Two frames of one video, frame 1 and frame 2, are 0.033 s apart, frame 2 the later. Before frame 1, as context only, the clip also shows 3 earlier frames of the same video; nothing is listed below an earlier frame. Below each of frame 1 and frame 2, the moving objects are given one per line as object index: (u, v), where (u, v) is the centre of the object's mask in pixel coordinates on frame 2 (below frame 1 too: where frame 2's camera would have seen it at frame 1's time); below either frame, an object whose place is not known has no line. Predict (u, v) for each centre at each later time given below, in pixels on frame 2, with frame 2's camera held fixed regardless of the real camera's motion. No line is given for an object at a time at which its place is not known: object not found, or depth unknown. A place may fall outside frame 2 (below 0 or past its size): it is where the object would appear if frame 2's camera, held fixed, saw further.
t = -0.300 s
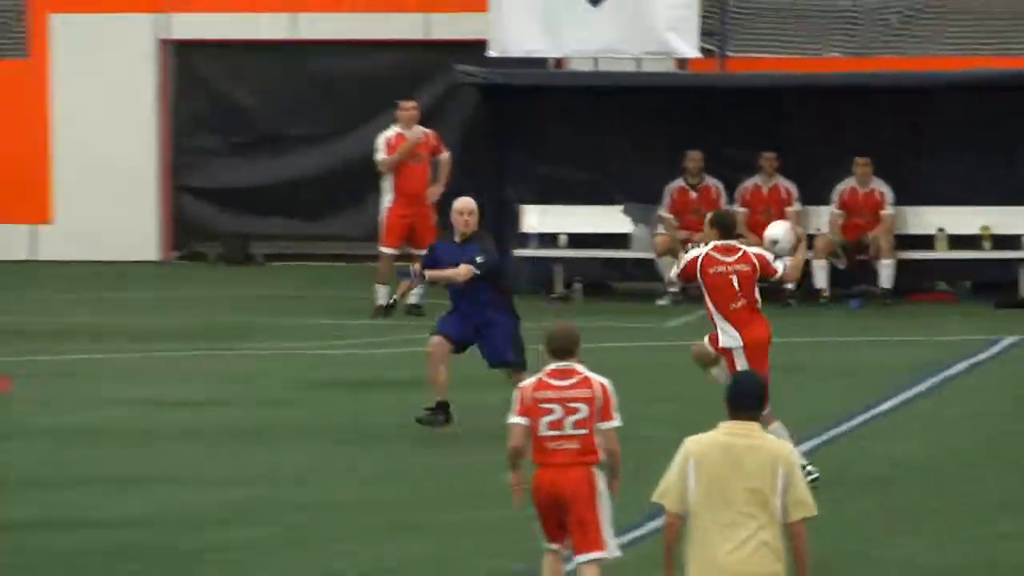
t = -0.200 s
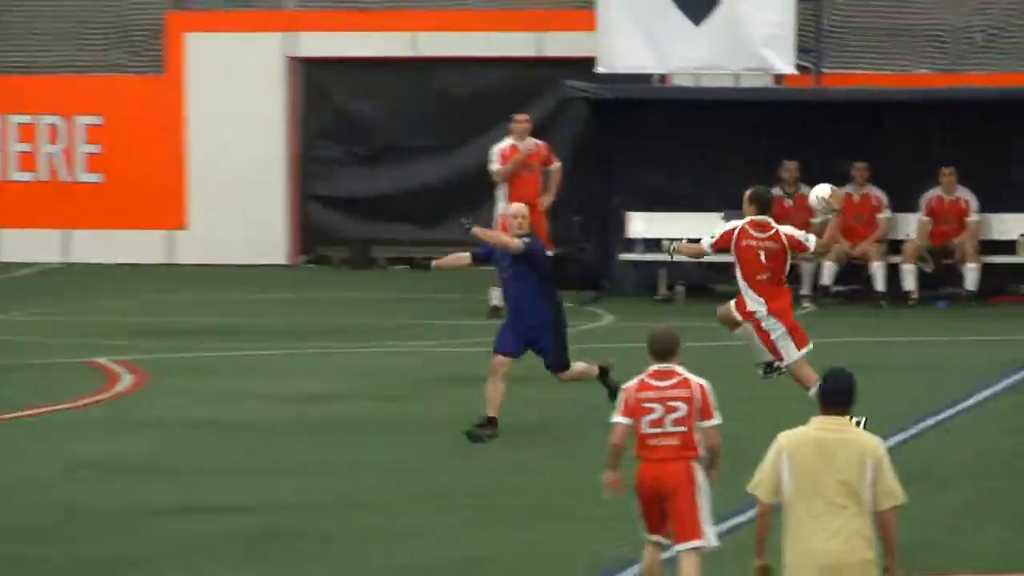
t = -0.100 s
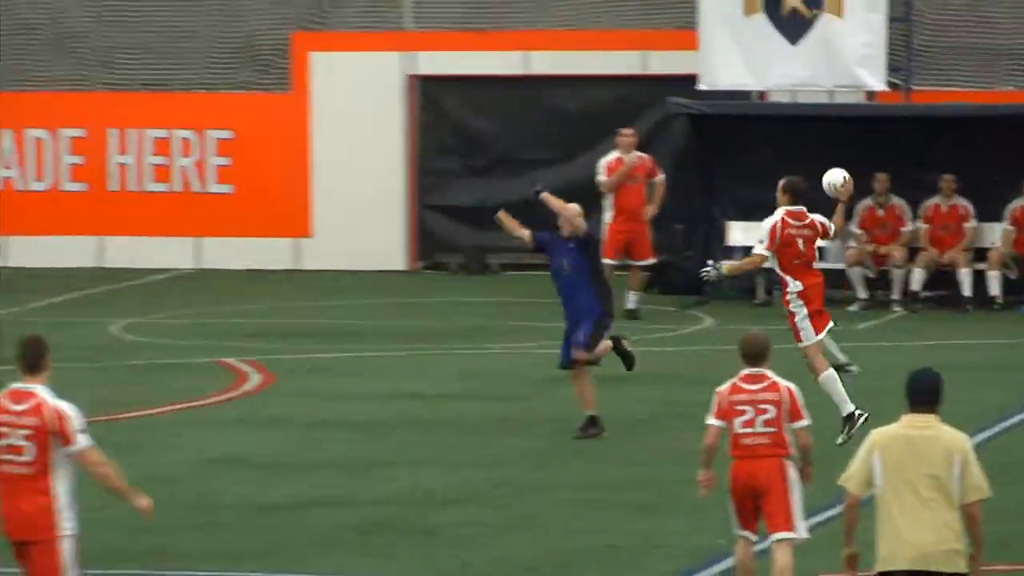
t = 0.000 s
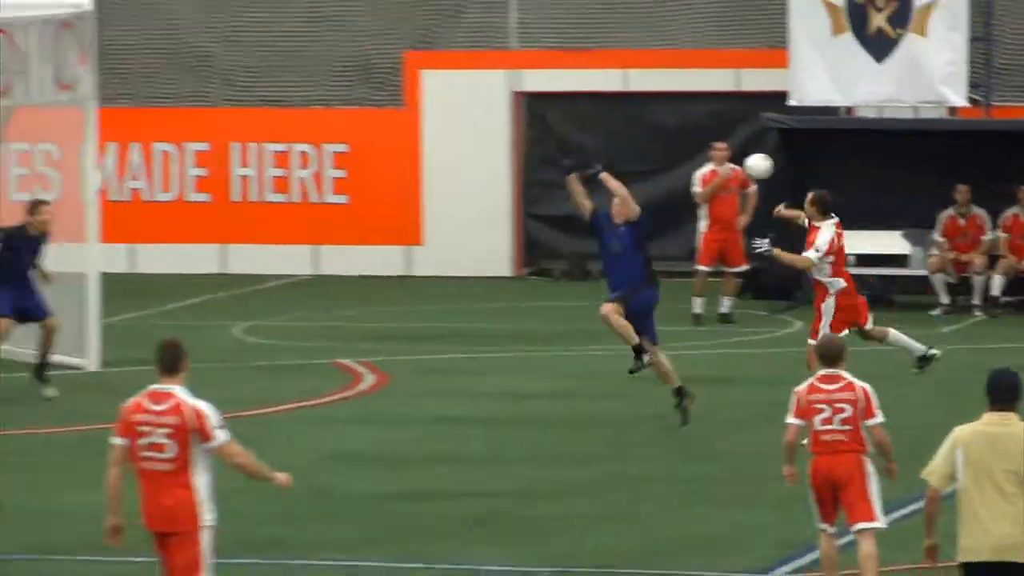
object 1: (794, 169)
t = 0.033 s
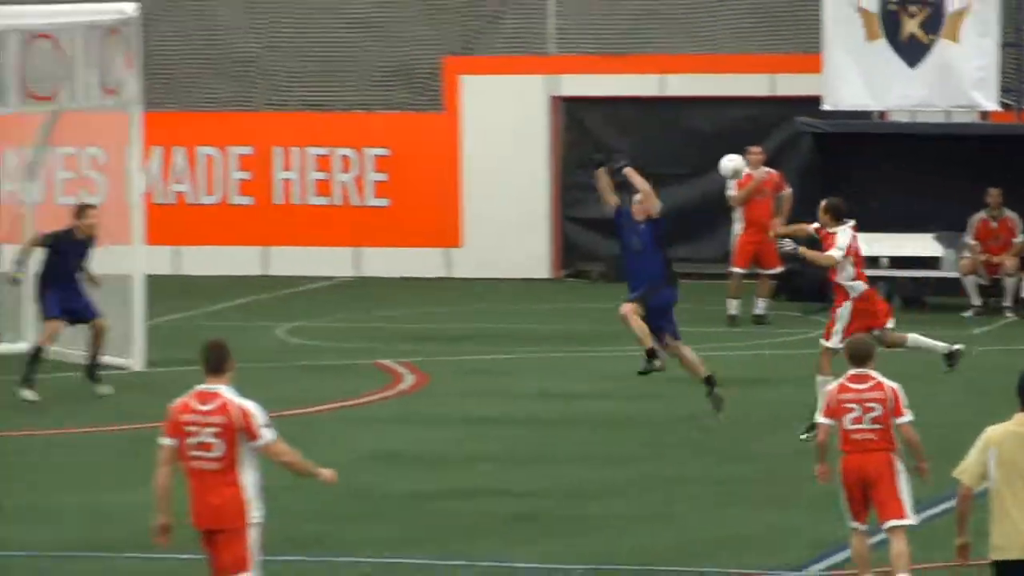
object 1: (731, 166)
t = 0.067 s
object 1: (674, 163)
